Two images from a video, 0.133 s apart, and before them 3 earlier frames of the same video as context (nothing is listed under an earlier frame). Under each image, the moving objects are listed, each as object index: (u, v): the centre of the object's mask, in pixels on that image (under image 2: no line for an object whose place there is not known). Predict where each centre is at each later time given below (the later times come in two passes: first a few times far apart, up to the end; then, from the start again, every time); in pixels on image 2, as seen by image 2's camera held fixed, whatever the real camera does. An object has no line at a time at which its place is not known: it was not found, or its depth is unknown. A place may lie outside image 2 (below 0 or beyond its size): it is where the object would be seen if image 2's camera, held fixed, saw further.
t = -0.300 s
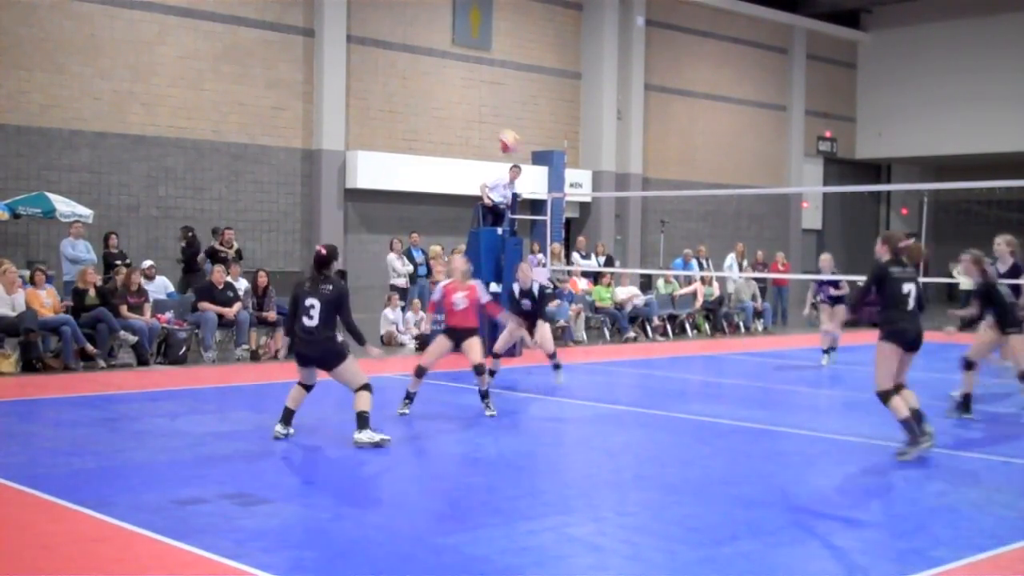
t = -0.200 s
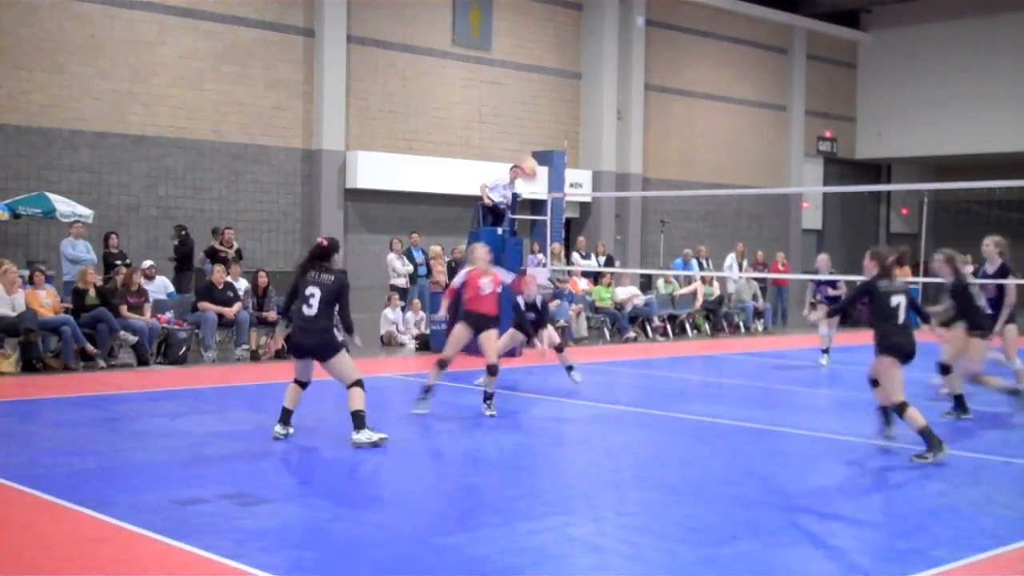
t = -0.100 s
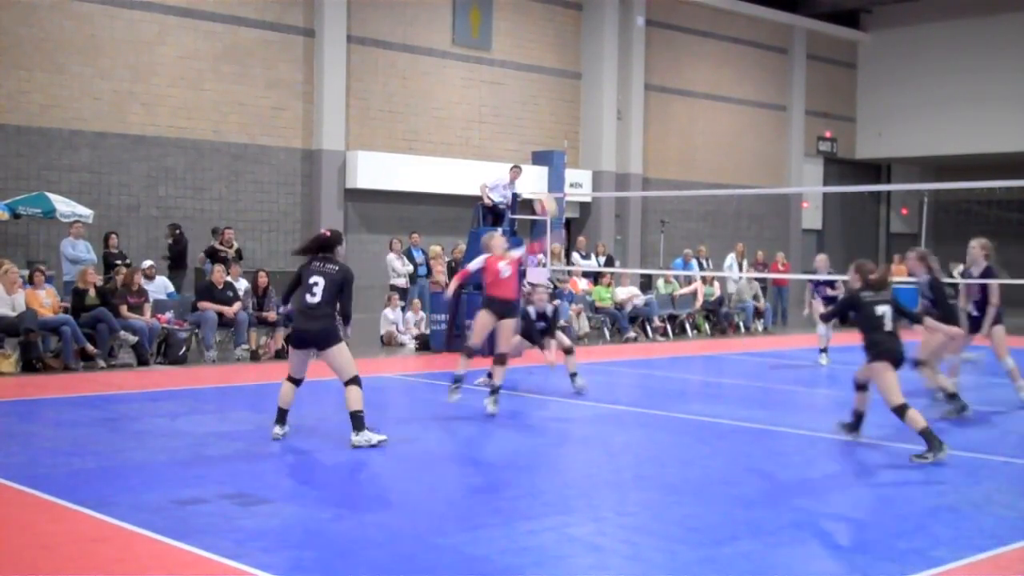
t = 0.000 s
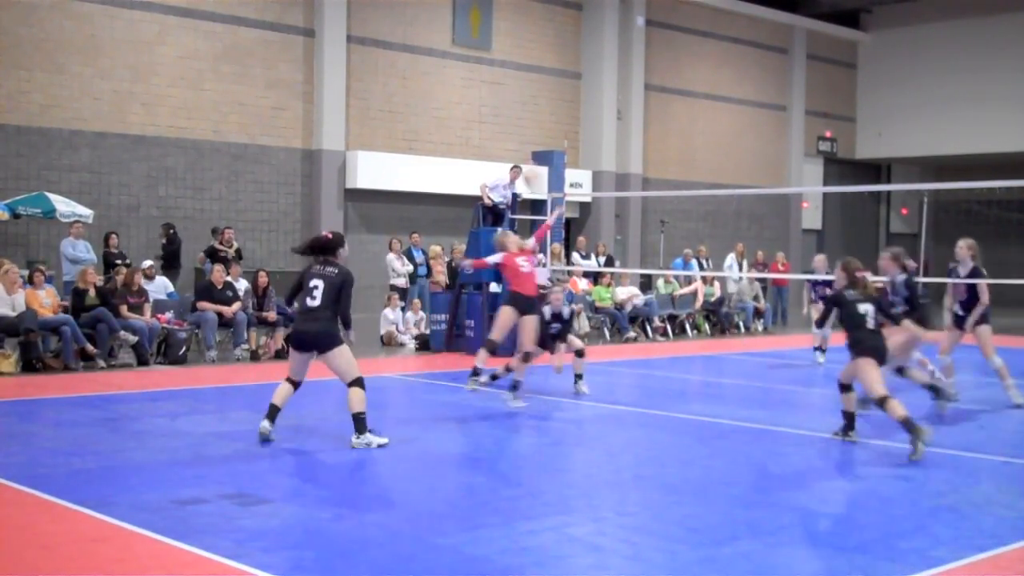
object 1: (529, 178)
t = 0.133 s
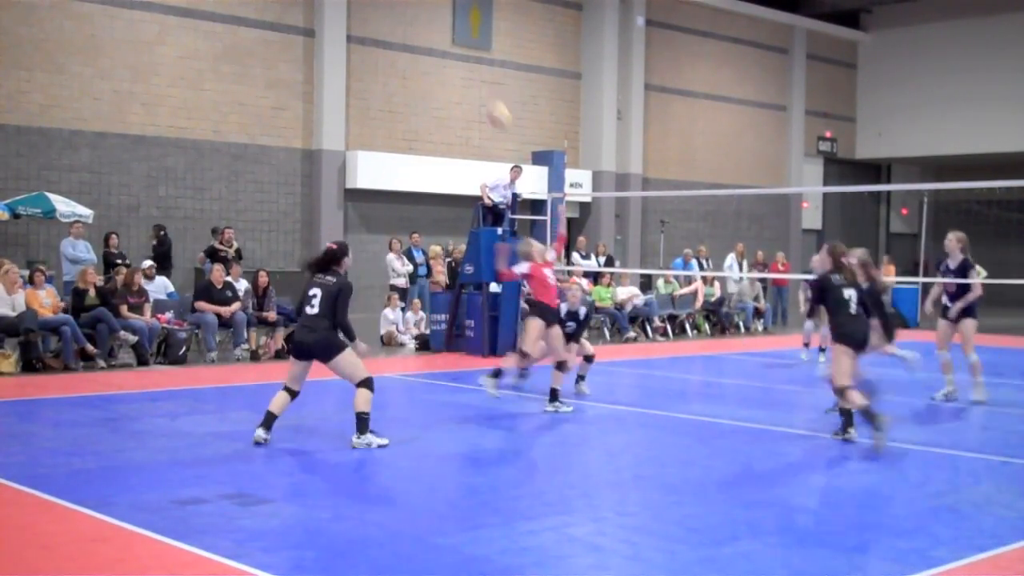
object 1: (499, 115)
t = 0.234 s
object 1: (474, 81)
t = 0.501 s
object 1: (410, 41)
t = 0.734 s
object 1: (358, 65)
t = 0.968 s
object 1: (311, 138)
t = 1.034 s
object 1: (298, 168)
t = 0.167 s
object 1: (490, 102)
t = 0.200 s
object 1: (483, 92)
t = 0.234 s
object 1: (474, 81)
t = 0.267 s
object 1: (466, 73)
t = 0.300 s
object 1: (458, 64)
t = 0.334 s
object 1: (449, 57)
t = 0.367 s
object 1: (441, 52)
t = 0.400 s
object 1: (434, 48)
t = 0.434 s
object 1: (426, 45)
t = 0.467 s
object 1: (418, 42)
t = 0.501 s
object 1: (410, 41)
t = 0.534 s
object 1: (403, 42)
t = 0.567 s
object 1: (396, 43)
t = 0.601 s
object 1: (388, 45)
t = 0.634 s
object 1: (381, 48)
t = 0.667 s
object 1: (373, 52)
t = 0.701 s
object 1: (366, 58)
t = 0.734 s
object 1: (358, 65)
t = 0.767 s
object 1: (352, 73)
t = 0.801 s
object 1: (347, 81)
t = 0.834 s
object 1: (340, 91)
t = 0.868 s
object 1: (332, 102)
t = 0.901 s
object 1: (324, 113)
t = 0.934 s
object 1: (317, 124)
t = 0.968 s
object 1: (311, 138)
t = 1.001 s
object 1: (304, 153)
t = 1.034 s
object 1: (298, 168)
